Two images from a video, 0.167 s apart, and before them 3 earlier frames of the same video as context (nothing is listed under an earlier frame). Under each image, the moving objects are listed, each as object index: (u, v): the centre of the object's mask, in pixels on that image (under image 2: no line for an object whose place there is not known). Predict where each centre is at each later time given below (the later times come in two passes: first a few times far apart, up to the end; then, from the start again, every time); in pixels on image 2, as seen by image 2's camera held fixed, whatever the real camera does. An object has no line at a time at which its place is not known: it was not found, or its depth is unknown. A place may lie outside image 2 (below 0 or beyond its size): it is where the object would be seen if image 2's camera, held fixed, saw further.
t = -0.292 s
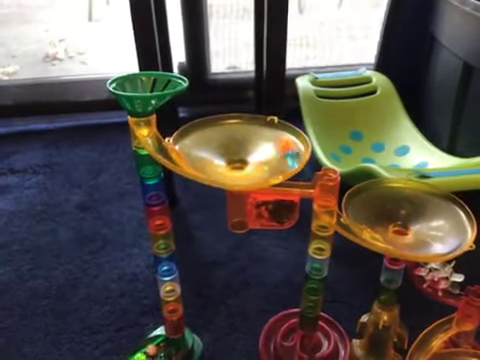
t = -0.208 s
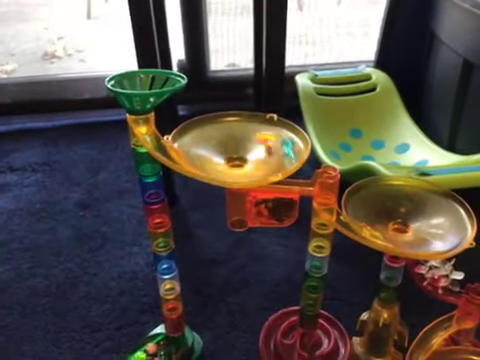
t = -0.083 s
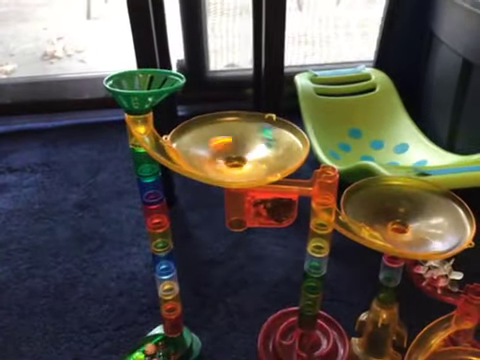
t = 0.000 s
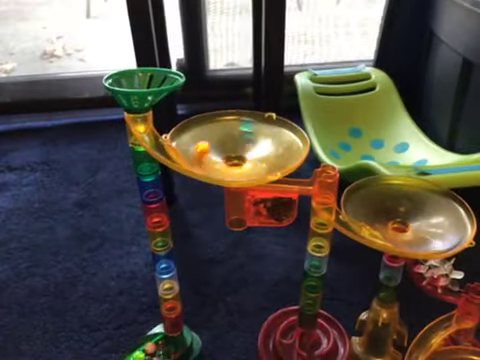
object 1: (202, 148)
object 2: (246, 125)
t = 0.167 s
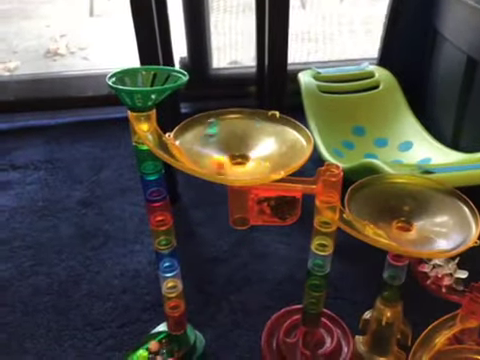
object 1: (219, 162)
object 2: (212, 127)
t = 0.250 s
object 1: (240, 161)
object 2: (201, 137)
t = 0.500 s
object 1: (256, 132)
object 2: (247, 166)
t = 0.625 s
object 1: (231, 128)
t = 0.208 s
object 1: (233, 164)
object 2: (205, 131)
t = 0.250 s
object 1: (240, 161)
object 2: (201, 137)
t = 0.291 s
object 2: (201, 140)
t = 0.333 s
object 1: (263, 158)
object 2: (203, 152)
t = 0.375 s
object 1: (267, 152)
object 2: (211, 157)
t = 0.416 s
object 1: (267, 144)
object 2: (221, 164)
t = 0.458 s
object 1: (263, 138)
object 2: (237, 164)
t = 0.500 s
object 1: (256, 132)
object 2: (247, 166)
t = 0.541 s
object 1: (248, 129)
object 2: (263, 167)
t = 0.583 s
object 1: (241, 128)
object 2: (274, 166)
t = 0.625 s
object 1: (231, 128)
